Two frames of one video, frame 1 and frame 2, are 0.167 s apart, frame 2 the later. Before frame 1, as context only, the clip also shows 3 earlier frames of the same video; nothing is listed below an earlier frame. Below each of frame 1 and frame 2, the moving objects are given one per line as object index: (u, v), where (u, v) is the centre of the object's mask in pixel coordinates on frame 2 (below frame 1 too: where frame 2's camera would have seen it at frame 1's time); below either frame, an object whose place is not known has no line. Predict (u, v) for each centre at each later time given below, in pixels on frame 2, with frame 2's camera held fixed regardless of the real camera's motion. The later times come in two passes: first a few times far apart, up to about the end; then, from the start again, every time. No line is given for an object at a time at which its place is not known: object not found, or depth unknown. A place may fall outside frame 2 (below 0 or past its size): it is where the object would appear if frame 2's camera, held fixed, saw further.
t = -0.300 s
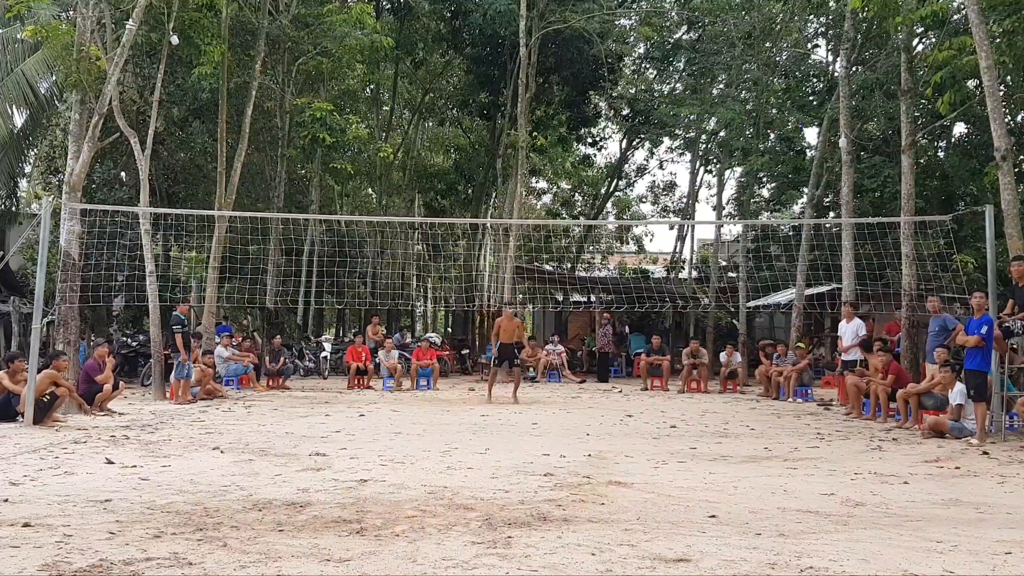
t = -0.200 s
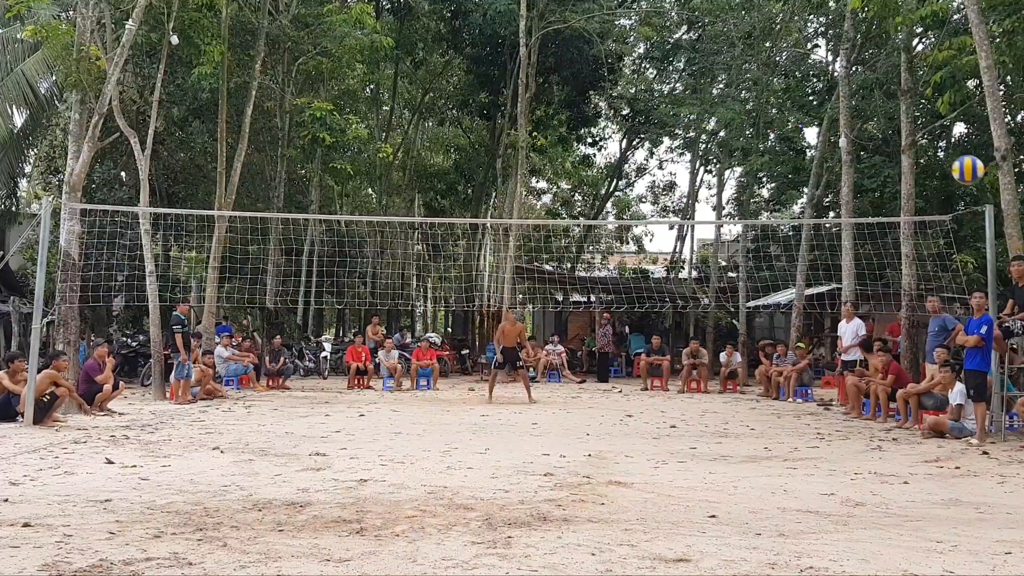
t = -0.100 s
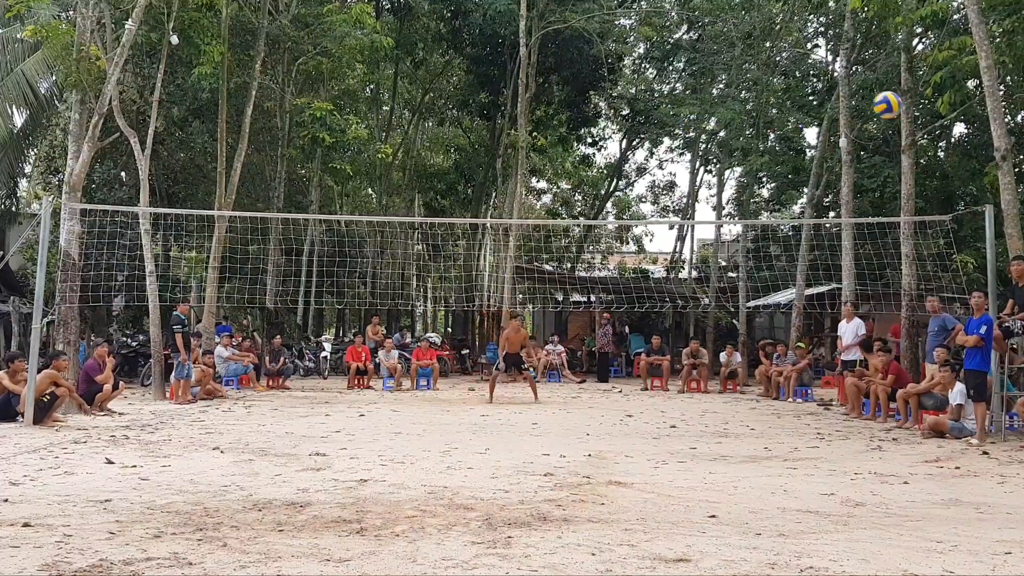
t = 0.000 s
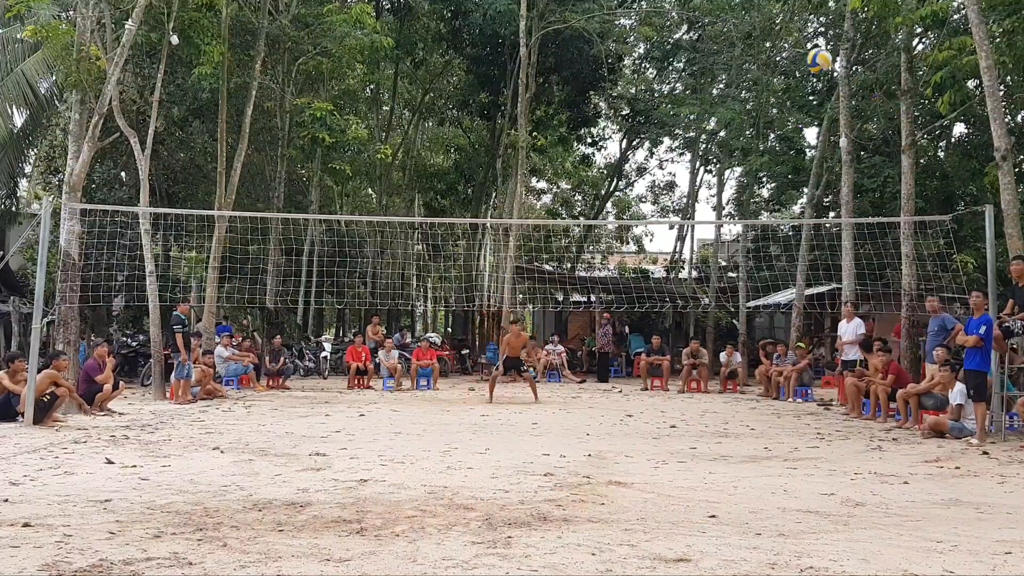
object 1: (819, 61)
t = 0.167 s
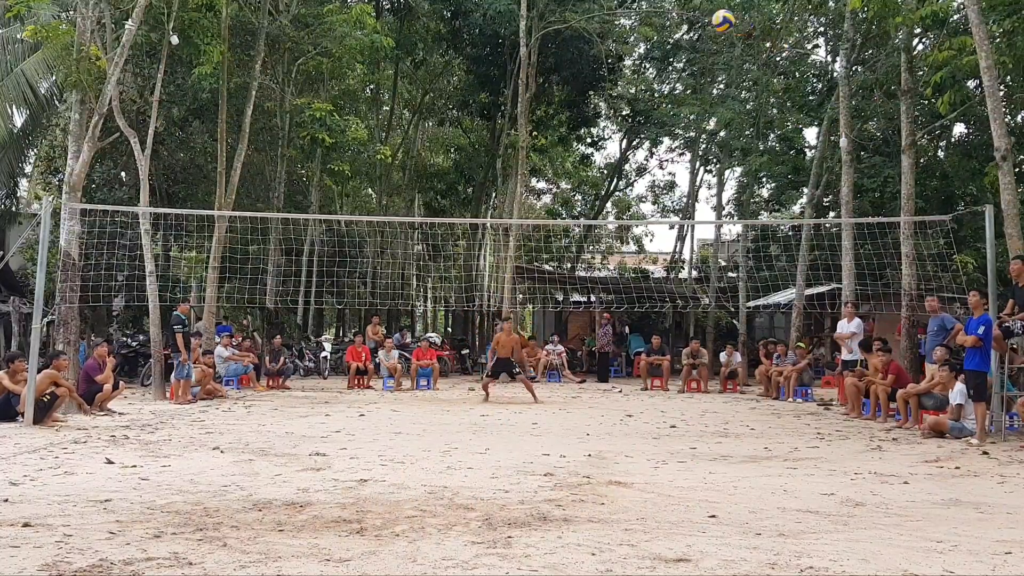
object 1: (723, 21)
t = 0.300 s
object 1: (660, 13)
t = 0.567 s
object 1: (557, 42)
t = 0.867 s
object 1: (471, 125)
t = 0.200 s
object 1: (706, 16)
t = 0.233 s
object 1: (691, 14)
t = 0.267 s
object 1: (675, 13)
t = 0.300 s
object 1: (660, 13)
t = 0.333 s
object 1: (646, 13)
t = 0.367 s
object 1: (631, 15)
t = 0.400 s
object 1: (618, 17)
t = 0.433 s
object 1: (605, 19)
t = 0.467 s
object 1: (593, 25)
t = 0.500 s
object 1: (581, 29)
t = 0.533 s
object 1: (569, 35)
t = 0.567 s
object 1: (557, 42)
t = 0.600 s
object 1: (547, 49)
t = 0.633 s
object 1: (537, 56)
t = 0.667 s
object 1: (526, 64)
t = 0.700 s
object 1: (517, 74)
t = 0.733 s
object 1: (507, 83)
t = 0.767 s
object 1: (498, 93)
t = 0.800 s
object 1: (489, 102)
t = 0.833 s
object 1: (480, 114)
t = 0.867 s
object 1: (471, 125)
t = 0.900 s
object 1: (463, 136)
